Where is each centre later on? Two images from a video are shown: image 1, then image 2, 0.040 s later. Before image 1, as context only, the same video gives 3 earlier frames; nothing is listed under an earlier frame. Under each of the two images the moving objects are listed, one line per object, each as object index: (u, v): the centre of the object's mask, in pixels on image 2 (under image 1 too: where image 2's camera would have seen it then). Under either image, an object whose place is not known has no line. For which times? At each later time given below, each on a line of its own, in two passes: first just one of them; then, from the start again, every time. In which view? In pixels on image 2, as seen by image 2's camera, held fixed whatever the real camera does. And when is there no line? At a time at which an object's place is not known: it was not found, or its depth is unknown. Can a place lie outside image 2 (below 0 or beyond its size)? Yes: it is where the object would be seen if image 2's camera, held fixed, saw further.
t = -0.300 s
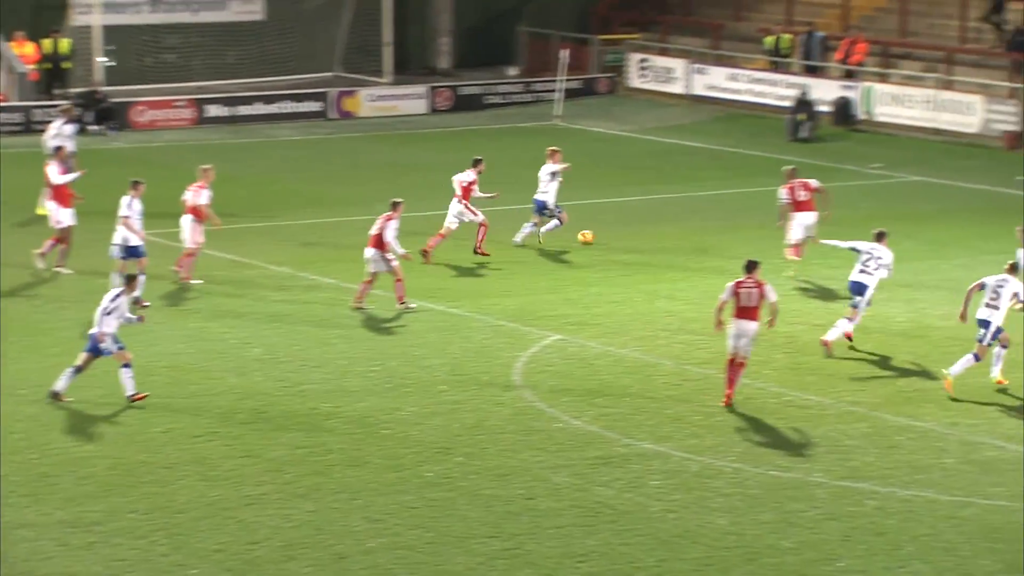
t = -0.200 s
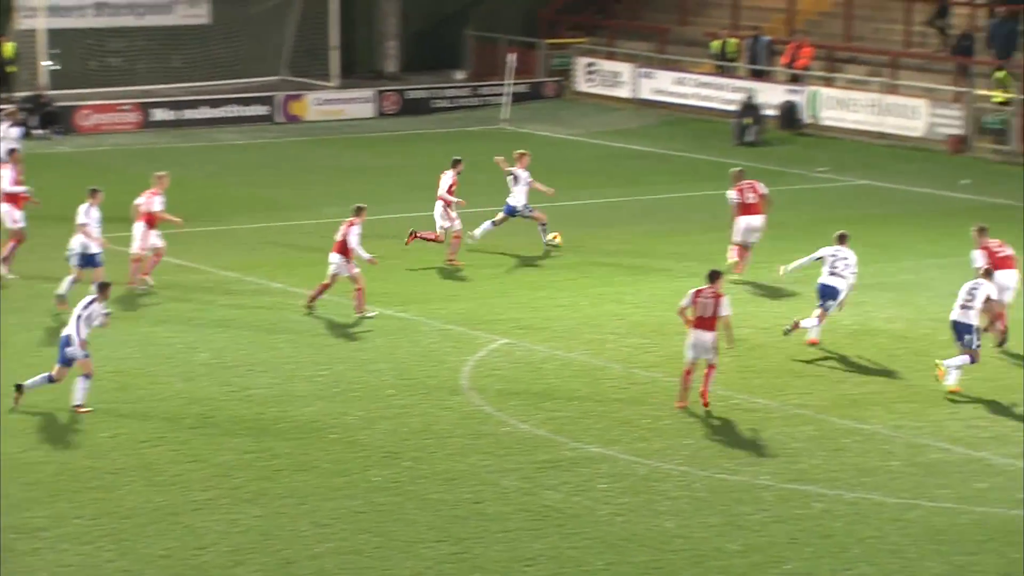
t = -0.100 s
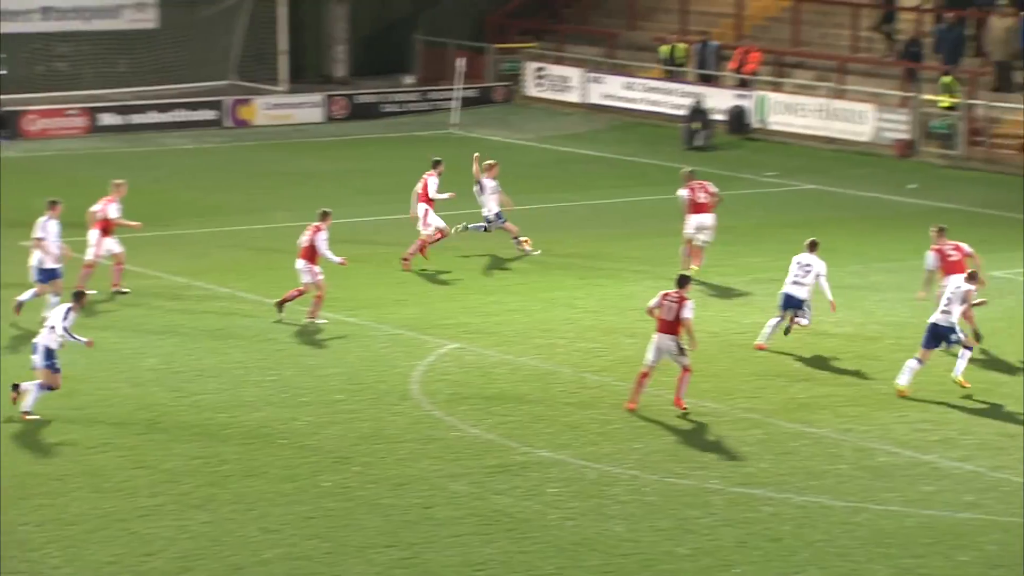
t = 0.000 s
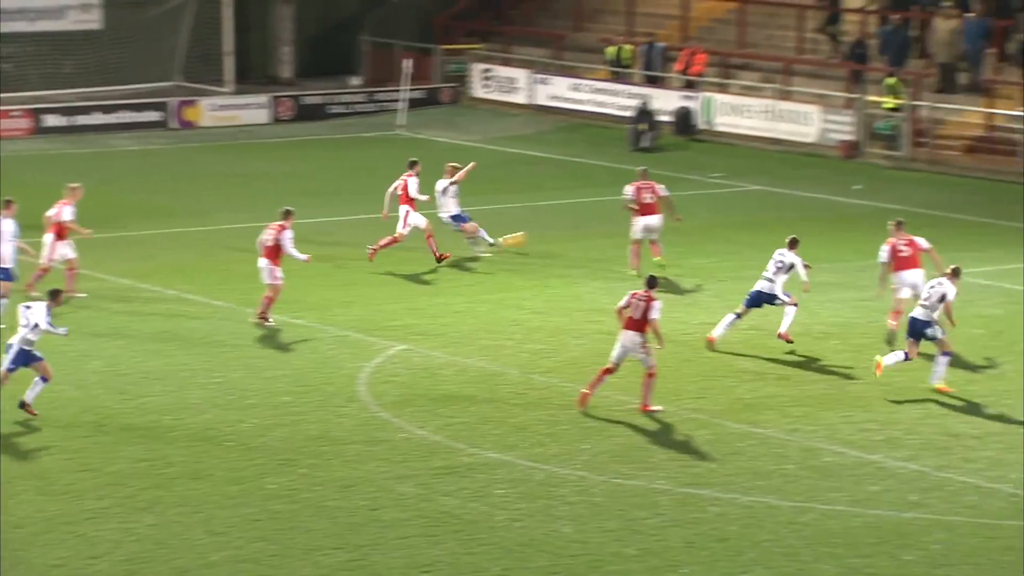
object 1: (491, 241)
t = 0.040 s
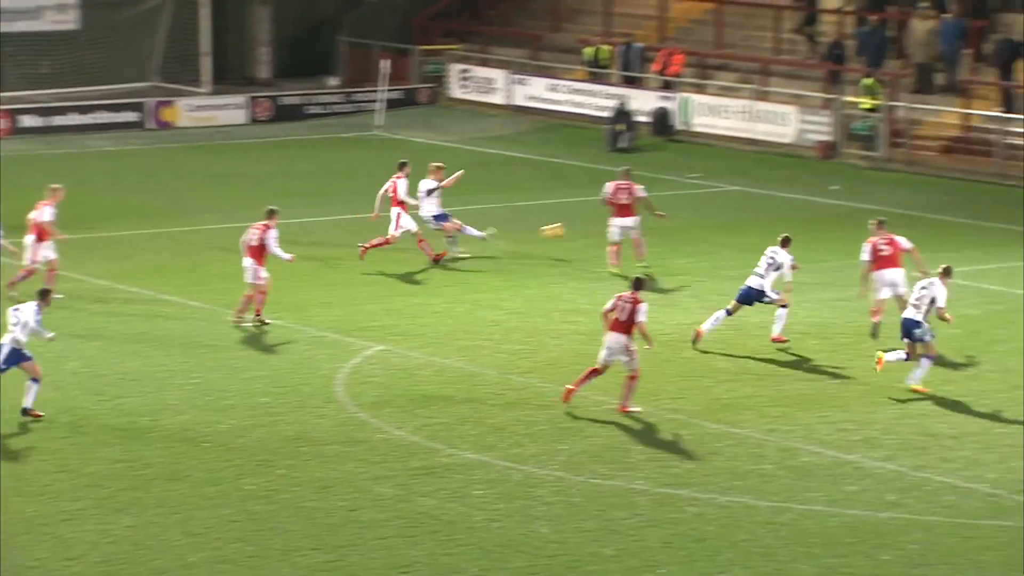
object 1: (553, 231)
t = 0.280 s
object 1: (916, 182)
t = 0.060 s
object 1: (582, 227)
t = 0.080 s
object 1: (605, 222)
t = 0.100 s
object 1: (646, 215)
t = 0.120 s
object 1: (671, 213)
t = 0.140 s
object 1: (701, 209)
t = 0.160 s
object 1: (731, 205)
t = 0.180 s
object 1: (761, 201)
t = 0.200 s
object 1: (792, 197)
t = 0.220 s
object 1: (823, 193)
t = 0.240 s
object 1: (854, 189)
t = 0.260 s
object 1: (885, 186)
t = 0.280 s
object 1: (916, 182)
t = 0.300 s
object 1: (948, 178)
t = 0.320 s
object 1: (978, 174)
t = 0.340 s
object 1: (1009, 170)
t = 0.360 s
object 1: (1041, 166)
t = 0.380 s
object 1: (1069, 163)
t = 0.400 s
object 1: (1101, 159)
